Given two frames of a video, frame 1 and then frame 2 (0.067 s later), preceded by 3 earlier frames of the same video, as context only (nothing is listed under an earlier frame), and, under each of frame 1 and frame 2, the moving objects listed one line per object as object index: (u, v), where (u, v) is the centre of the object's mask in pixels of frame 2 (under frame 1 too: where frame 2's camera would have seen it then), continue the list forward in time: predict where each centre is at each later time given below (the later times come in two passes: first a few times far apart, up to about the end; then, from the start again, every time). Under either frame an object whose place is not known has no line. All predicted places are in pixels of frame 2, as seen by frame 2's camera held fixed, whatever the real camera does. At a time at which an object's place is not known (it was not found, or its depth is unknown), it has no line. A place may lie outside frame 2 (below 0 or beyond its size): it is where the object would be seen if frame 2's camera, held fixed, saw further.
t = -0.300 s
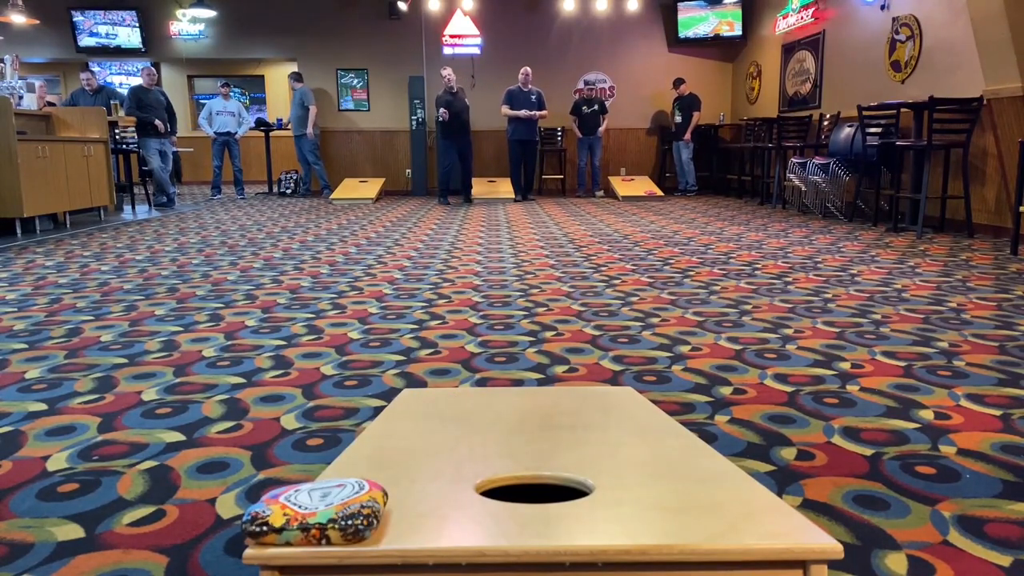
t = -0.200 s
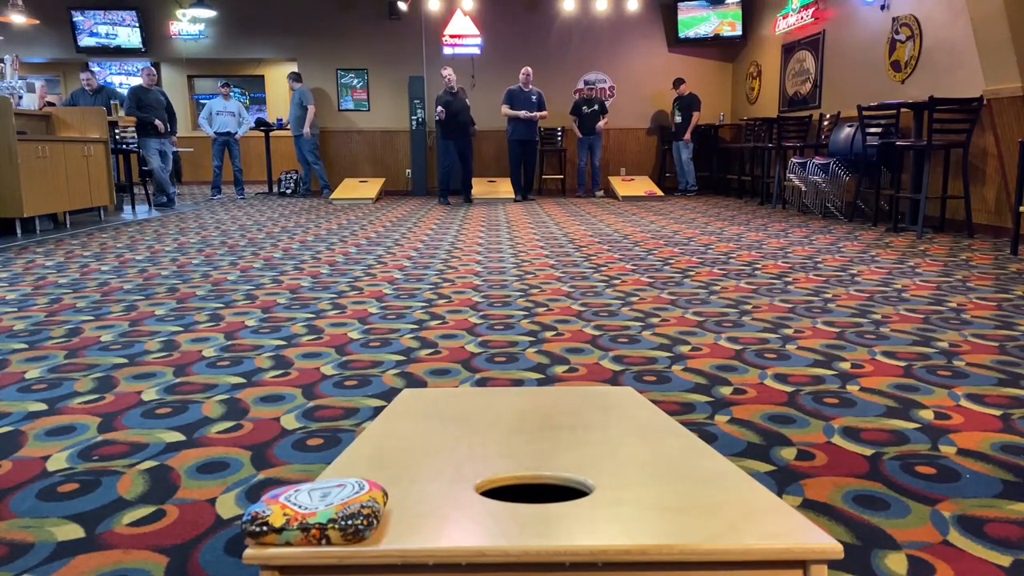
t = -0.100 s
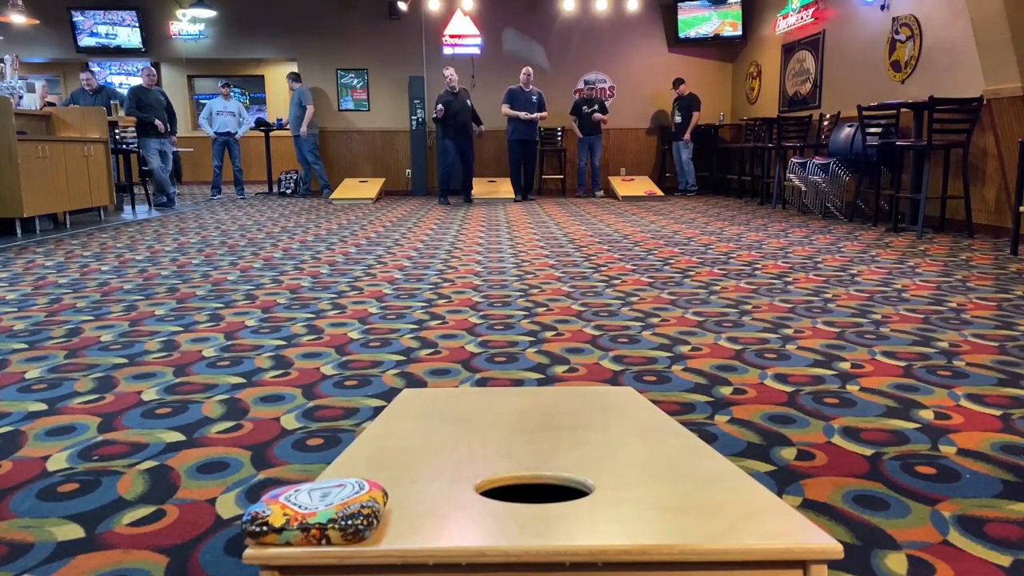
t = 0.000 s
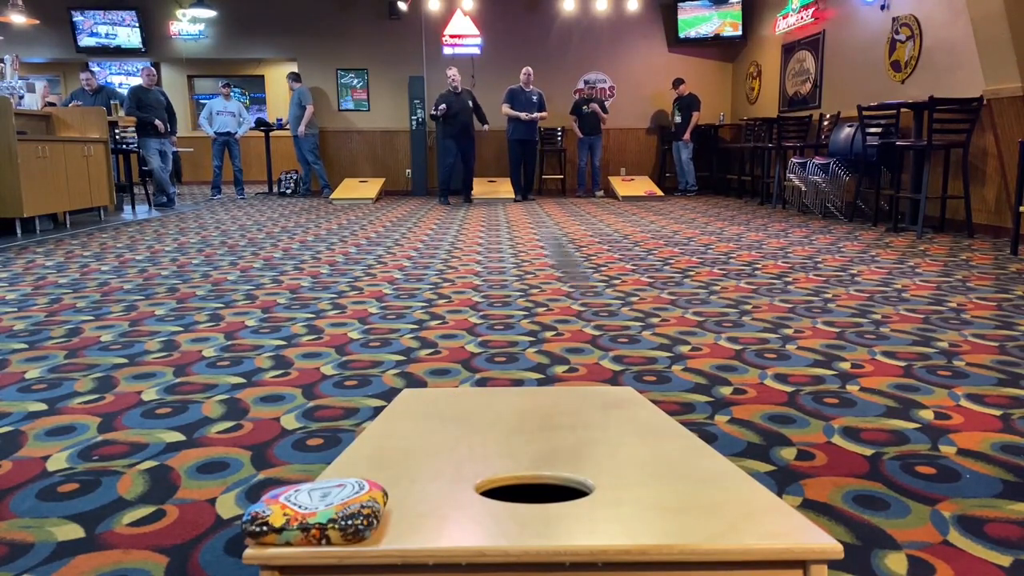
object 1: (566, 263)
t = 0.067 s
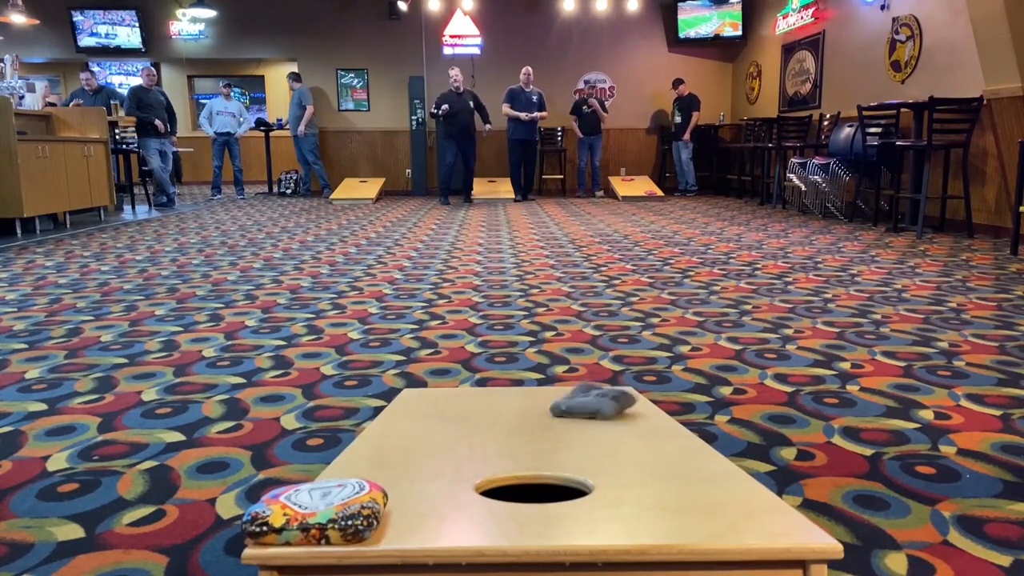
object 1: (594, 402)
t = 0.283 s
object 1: (642, 458)
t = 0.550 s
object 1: (679, 500)
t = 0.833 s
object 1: (679, 500)
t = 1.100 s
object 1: (679, 500)
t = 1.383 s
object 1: (679, 501)
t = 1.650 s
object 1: (679, 500)
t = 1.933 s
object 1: (679, 500)
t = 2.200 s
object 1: (679, 500)
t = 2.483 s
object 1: (679, 500)
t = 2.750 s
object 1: (679, 501)
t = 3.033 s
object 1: (679, 501)
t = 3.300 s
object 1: (679, 501)
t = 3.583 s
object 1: (679, 501)
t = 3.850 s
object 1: (679, 501)
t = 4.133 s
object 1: (679, 501)
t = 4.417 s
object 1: (679, 501)
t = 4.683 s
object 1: (679, 501)
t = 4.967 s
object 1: (679, 501)
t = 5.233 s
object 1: (679, 501)
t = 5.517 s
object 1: (679, 501)
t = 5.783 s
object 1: (679, 501)
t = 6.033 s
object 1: (679, 501)
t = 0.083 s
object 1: (596, 403)
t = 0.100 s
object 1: (600, 404)
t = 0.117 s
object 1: (604, 407)
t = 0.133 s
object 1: (608, 410)
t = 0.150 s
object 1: (611, 414)
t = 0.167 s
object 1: (616, 419)
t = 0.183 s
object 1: (620, 425)
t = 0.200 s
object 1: (624, 431)
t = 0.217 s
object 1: (628, 438)
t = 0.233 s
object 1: (632, 444)
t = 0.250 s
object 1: (635, 449)
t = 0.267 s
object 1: (639, 453)
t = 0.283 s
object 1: (642, 458)
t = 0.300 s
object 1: (645, 462)
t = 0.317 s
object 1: (648, 467)
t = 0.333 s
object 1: (650, 471)
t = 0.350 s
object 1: (651, 475)
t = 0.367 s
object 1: (655, 478)
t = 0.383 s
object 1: (659, 482)
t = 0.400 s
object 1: (662, 485)
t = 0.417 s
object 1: (664, 488)
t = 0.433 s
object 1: (667, 490)
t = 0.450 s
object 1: (670, 493)
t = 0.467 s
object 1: (672, 495)
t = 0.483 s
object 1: (674, 497)
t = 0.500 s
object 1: (676, 498)
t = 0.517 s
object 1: (677, 499)
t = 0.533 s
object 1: (678, 500)
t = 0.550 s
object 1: (679, 500)
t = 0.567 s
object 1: (679, 500)
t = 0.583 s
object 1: (679, 500)
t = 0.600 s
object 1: (679, 501)
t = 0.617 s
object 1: (679, 501)
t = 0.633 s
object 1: (679, 500)
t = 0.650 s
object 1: (679, 500)
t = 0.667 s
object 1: (679, 500)
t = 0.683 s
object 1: (679, 501)
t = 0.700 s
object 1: (679, 500)
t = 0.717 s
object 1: (679, 500)
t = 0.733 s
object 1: (679, 500)
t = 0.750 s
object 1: (679, 500)
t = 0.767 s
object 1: (679, 500)
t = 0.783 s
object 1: (679, 500)
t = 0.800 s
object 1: (679, 500)
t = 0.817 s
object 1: (679, 500)
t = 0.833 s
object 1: (679, 500)
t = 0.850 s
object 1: (679, 500)
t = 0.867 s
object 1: (679, 500)
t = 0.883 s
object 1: (679, 500)
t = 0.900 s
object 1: (679, 500)
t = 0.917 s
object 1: (679, 500)
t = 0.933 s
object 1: (679, 500)
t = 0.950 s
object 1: (679, 500)
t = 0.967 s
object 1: (679, 500)
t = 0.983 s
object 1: (679, 500)
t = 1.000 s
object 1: (679, 501)
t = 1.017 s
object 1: (679, 501)
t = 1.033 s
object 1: (679, 501)
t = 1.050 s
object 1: (679, 500)
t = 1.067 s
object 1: (679, 500)
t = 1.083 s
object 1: (679, 500)
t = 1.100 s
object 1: (679, 500)
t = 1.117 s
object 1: (679, 500)
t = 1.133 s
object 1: (679, 500)
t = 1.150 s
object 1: (679, 500)
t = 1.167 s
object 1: (679, 500)
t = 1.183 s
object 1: (679, 500)
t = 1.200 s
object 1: (679, 500)
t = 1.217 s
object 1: (679, 500)
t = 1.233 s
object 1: (679, 500)
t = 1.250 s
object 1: (679, 500)
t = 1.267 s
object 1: (679, 500)
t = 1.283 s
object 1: (679, 500)
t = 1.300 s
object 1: (679, 500)
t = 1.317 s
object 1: (679, 500)
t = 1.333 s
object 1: (679, 500)
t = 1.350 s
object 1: (679, 500)
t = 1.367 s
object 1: (679, 501)
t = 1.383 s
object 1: (679, 501)
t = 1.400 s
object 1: (679, 500)
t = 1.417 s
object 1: (679, 500)
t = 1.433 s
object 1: (679, 500)
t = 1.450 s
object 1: (679, 500)
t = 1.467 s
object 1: (679, 500)
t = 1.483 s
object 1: (679, 500)
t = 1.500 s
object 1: (679, 500)
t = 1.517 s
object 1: (679, 500)
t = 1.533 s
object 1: (679, 500)
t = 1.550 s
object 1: (679, 500)
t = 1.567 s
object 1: (679, 500)
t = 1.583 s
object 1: (679, 500)
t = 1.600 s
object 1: (679, 500)
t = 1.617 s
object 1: (679, 500)
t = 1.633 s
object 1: (679, 500)
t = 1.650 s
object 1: (679, 500)
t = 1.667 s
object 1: (679, 500)
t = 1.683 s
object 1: (679, 500)
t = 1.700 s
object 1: (679, 500)
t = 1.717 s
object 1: (679, 500)
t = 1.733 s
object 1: (679, 500)
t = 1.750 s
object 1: (679, 500)
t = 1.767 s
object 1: (679, 500)
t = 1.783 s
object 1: (679, 500)
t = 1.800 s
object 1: (679, 500)
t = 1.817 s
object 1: (679, 500)
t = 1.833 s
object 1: (679, 500)
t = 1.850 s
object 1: (679, 500)
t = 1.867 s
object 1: (679, 500)
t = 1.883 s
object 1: (679, 500)
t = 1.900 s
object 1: (679, 500)
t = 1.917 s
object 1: (679, 500)
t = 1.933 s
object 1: (679, 500)
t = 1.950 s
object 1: (679, 500)
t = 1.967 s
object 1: (679, 500)
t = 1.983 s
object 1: (679, 500)
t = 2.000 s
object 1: (679, 500)
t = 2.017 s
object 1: (679, 500)
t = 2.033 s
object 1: (679, 500)
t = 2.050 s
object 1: (679, 500)
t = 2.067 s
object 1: (679, 500)
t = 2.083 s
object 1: (679, 500)
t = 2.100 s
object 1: (679, 500)
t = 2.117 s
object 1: (679, 500)
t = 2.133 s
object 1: (679, 500)
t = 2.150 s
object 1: (679, 500)
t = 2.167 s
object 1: (679, 500)
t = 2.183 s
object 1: (679, 500)
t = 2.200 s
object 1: (679, 500)
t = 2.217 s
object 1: (679, 500)
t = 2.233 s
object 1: (679, 500)
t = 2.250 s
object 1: (679, 500)
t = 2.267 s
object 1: (679, 500)
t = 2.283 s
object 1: (679, 500)
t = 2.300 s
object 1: (679, 500)
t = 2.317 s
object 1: (679, 500)
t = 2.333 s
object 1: (679, 500)
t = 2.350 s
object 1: (679, 500)
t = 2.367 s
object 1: (679, 500)
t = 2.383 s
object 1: (679, 500)
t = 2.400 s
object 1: (679, 500)
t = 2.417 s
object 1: (679, 500)
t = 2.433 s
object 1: (679, 500)
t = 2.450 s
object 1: (679, 500)
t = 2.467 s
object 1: (679, 500)
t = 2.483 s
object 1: (679, 500)
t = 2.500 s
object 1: (679, 500)
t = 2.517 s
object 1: (679, 500)
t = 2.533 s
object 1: (679, 500)
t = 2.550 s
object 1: (679, 500)
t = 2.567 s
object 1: (679, 500)
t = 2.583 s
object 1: (679, 501)
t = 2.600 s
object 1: (679, 500)
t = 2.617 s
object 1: (679, 501)
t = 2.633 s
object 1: (679, 501)
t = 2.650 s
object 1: (679, 501)
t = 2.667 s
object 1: (679, 501)
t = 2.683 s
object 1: (679, 501)
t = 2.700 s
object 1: (679, 501)
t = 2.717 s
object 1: (679, 501)
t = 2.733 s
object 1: (679, 501)
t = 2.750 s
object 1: (679, 501)
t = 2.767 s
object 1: (679, 501)
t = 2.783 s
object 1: (679, 501)
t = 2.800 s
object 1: (679, 501)
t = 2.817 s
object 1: (679, 501)
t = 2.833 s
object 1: (679, 501)
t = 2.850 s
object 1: (679, 501)
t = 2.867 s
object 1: (679, 501)
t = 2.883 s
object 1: (679, 501)
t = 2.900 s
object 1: (679, 501)
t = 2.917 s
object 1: (679, 501)
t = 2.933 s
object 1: (679, 501)
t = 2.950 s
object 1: (679, 501)
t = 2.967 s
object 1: (679, 501)
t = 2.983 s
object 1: (679, 501)
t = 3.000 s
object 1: (679, 501)
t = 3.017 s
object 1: (679, 501)
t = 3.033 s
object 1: (679, 501)
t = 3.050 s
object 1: (679, 501)
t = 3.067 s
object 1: (679, 501)
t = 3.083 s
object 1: (679, 501)
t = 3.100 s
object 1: (679, 501)
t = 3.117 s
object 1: (679, 501)
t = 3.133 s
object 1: (679, 501)
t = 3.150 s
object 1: (679, 501)
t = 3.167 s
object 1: (679, 501)
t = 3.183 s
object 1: (679, 501)
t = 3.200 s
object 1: (679, 501)
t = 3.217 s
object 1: (679, 501)
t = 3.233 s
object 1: (679, 501)
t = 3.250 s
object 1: (679, 501)
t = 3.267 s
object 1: (679, 501)
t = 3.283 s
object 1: (679, 501)
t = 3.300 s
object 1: (679, 501)
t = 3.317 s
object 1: (679, 501)
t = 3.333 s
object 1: (679, 501)
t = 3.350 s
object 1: (679, 501)
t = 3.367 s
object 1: (679, 501)
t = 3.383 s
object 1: (679, 501)
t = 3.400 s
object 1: (679, 501)
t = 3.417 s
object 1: (679, 501)
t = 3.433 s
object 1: (679, 501)
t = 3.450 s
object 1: (679, 501)
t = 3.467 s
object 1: (679, 501)
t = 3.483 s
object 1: (679, 501)
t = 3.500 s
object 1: (679, 501)
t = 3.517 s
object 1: (679, 501)
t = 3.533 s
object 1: (679, 501)
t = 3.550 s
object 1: (679, 501)
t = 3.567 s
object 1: (679, 501)
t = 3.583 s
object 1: (679, 501)
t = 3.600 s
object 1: (679, 501)
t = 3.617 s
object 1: (679, 501)
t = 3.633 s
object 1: (679, 501)
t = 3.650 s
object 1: (679, 501)
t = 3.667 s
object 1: (679, 501)
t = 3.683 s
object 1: (679, 501)
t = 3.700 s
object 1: (679, 501)
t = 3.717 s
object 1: (679, 501)
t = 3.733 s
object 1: (679, 501)
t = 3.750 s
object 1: (679, 501)
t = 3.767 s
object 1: (679, 501)
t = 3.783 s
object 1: (679, 501)
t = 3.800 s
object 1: (679, 501)
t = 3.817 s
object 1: (679, 501)
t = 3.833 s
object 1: (679, 501)
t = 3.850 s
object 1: (679, 501)
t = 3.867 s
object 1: (679, 501)
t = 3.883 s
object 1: (679, 501)
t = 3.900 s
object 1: (679, 501)
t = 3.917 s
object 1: (679, 501)
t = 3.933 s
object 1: (679, 501)
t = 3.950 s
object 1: (679, 501)
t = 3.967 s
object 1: (679, 501)
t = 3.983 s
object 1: (679, 501)
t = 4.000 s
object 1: (679, 501)
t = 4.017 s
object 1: (679, 501)
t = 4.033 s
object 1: (679, 501)
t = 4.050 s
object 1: (679, 501)
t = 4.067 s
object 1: (679, 501)
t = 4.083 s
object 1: (679, 501)
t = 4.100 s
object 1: (679, 501)
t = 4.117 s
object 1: (679, 501)
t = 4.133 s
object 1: (679, 501)
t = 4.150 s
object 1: (679, 501)
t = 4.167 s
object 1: (679, 501)
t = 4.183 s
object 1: (679, 501)
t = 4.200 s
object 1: (679, 501)
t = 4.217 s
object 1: (679, 501)
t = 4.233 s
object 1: (679, 501)
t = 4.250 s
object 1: (679, 501)
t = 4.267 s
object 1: (679, 501)
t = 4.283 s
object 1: (679, 501)
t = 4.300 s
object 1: (679, 501)
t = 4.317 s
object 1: (679, 501)
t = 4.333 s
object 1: (679, 501)
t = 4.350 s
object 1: (679, 501)
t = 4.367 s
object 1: (679, 501)
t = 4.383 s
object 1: (679, 501)
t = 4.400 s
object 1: (679, 501)
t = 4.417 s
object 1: (679, 501)
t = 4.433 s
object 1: (679, 501)
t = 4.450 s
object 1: (679, 501)
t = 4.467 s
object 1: (679, 501)
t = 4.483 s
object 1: (679, 501)
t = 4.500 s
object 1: (679, 501)
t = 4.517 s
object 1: (679, 501)
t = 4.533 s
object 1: (679, 501)
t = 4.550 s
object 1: (679, 501)
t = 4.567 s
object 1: (679, 501)
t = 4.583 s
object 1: (679, 501)
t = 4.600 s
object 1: (679, 501)
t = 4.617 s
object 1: (679, 501)
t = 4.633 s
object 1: (679, 501)
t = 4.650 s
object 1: (679, 501)
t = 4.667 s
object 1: (679, 501)
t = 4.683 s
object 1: (679, 501)
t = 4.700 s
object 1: (679, 501)
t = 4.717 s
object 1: (679, 501)
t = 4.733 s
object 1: (679, 501)
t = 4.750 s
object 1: (679, 501)
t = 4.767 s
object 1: (679, 501)
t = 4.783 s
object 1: (679, 501)
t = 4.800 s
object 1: (679, 501)
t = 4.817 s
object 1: (679, 501)
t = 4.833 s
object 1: (679, 501)
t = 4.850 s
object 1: (679, 501)
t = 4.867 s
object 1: (679, 501)
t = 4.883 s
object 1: (679, 501)
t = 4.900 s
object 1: (679, 501)
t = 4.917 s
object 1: (679, 501)
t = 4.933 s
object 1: (679, 501)
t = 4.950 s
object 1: (679, 501)
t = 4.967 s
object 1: (679, 501)
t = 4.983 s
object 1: (679, 501)
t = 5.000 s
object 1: (679, 501)
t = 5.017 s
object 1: (679, 501)
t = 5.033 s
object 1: (679, 501)
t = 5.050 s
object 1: (679, 501)
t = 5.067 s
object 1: (679, 501)
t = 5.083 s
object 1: (679, 501)
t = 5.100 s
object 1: (679, 501)
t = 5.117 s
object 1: (679, 501)
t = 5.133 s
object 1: (679, 501)
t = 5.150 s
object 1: (679, 501)
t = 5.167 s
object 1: (679, 501)
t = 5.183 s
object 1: (679, 501)
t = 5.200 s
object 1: (679, 501)
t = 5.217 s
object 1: (679, 501)
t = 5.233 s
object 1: (679, 501)
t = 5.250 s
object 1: (679, 501)
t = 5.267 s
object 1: (679, 501)
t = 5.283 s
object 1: (679, 501)
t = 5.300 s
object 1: (679, 501)
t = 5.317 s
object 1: (679, 501)
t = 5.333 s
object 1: (679, 501)
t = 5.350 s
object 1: (679, 501)
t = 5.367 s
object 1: (679, 501)
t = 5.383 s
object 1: (679, 501)
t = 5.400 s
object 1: (679, 501)
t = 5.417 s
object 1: (679, 501)
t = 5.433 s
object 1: (679, 501)
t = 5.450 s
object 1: (679, 501)
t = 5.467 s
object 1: (679, 501)
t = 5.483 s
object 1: (679, 501)
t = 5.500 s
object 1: (679, 501)
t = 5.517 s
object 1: (679, 501)
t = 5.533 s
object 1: (679, 501)
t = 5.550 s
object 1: (679, 501)
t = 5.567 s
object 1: (679, 501)
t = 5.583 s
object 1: (679, 501)
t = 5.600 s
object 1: (679, 501)
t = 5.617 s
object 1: (679, 501)
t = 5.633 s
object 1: (679, 501)
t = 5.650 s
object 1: (679, 501)
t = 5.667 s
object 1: (679, 501)
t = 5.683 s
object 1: (679, 501)
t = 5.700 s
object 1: (679, 501)
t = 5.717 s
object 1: (679, 501)
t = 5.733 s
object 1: (679, 501)
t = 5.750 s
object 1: (679, 501)
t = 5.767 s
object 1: (679, 501)
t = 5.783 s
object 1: (679, 501)
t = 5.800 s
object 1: (679, 501)
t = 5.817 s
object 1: (679, 501)
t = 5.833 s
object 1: (679, 501)
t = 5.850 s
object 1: (679, 501)
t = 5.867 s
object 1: (679, 501)
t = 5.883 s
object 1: (679, 501)
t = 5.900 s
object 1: (679, 501)
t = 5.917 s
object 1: (679, 501)
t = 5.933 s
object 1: (679, 501)
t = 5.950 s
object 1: (679, 501)
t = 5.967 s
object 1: (679, 501)
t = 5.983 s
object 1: (679, 501)
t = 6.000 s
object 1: (679, 501)
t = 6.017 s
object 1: (679, 501)
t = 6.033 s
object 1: (679, 501)
